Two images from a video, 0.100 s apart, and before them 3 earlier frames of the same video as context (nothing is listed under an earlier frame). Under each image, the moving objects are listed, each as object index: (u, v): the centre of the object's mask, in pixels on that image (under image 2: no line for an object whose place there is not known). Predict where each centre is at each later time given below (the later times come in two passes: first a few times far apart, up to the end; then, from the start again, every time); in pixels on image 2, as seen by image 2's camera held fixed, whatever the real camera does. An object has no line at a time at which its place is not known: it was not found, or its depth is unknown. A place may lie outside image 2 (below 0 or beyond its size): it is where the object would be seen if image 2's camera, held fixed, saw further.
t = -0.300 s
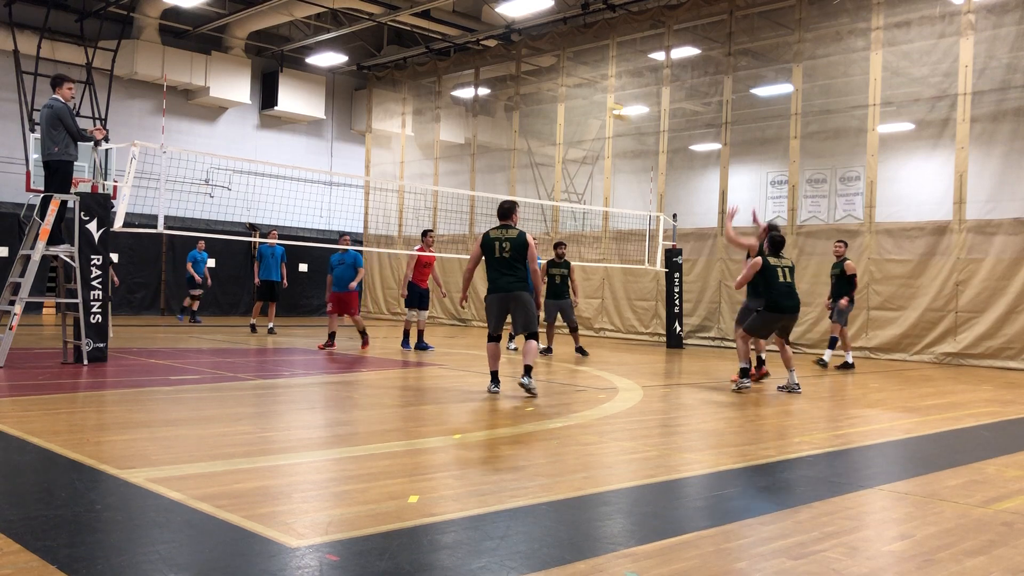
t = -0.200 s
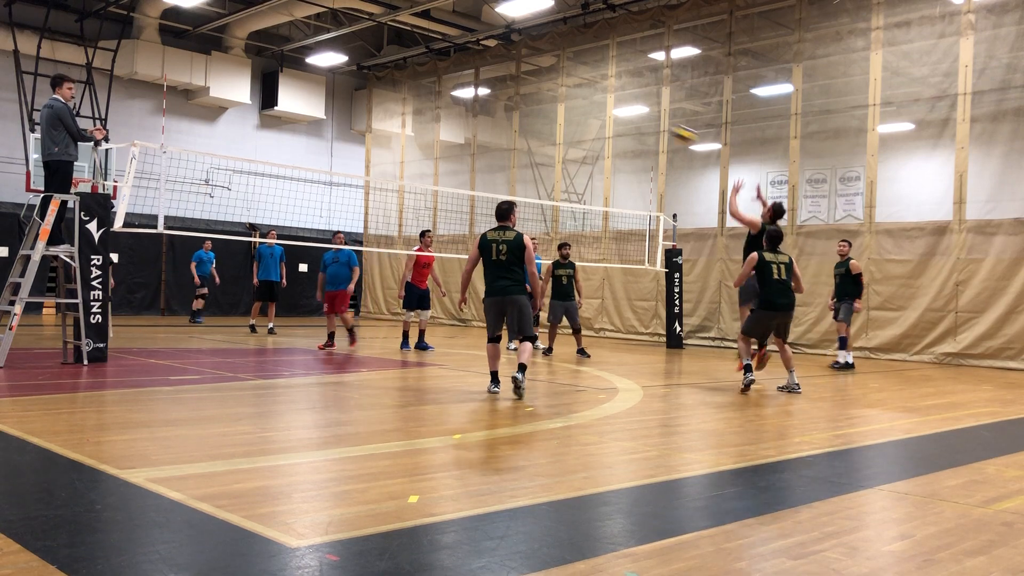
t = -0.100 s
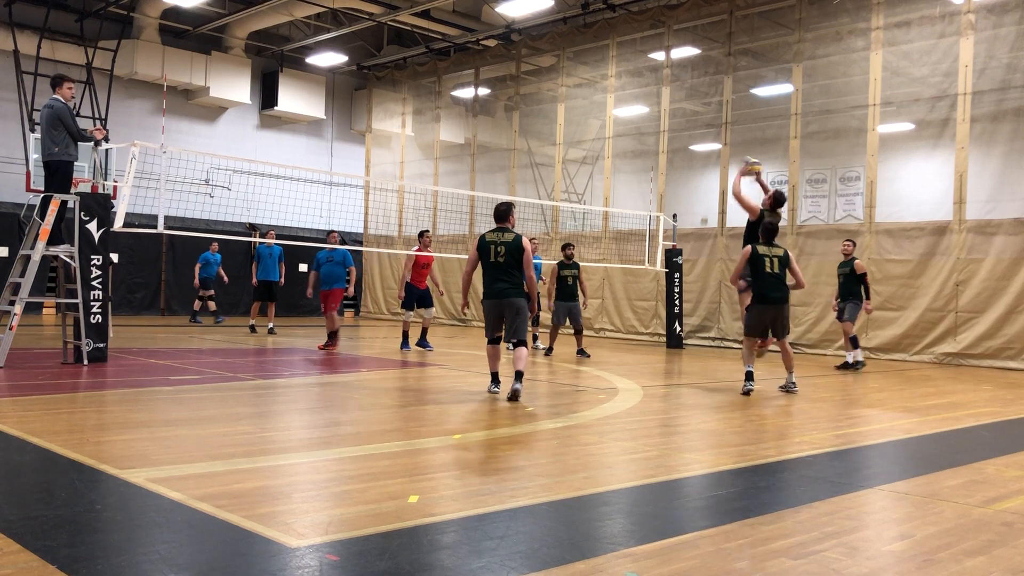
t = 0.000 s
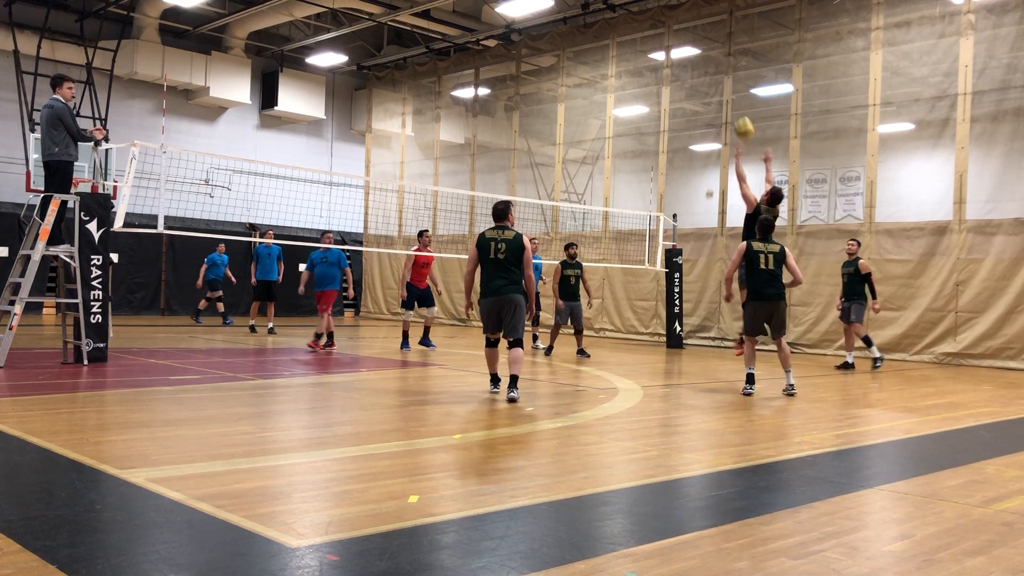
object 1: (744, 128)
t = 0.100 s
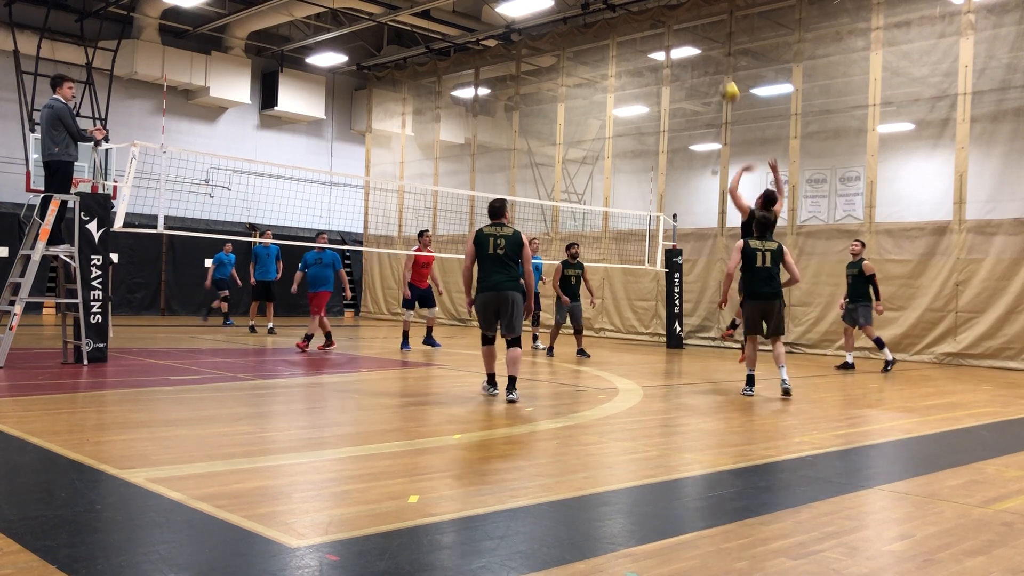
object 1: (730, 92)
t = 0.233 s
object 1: (711, 58)
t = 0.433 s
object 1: (685, 38)
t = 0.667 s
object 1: (656, 53)
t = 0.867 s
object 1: (634, 93)
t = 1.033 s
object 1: (616, 143)
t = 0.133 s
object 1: (725, 82)
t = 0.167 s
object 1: (720, 73)
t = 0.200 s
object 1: (716, 65)
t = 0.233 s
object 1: (711, 58)
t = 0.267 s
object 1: (707, 52)
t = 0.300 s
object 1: (702, 47)
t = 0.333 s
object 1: (697, 44)
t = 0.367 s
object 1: (693, 41)
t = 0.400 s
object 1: (689, 39)
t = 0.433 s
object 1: (685, 38)
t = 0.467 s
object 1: (680, 38)
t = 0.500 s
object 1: (676, 39)
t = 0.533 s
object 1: (672, 40)
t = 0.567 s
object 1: (668, 43)
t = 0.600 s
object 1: (664, 45)
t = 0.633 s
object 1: (660, 48)
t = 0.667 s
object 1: (656, 53)
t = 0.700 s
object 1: (651, 58)
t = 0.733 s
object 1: (648, 64)
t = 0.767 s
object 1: (645, 70)
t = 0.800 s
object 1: (640, 77)
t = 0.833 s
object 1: (637, 85)
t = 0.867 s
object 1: (634, 93)
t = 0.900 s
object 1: (630, 101)
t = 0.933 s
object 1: (626, 112)
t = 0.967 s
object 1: (623, 122)
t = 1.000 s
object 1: (619, 132)
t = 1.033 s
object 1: (616, 143)
